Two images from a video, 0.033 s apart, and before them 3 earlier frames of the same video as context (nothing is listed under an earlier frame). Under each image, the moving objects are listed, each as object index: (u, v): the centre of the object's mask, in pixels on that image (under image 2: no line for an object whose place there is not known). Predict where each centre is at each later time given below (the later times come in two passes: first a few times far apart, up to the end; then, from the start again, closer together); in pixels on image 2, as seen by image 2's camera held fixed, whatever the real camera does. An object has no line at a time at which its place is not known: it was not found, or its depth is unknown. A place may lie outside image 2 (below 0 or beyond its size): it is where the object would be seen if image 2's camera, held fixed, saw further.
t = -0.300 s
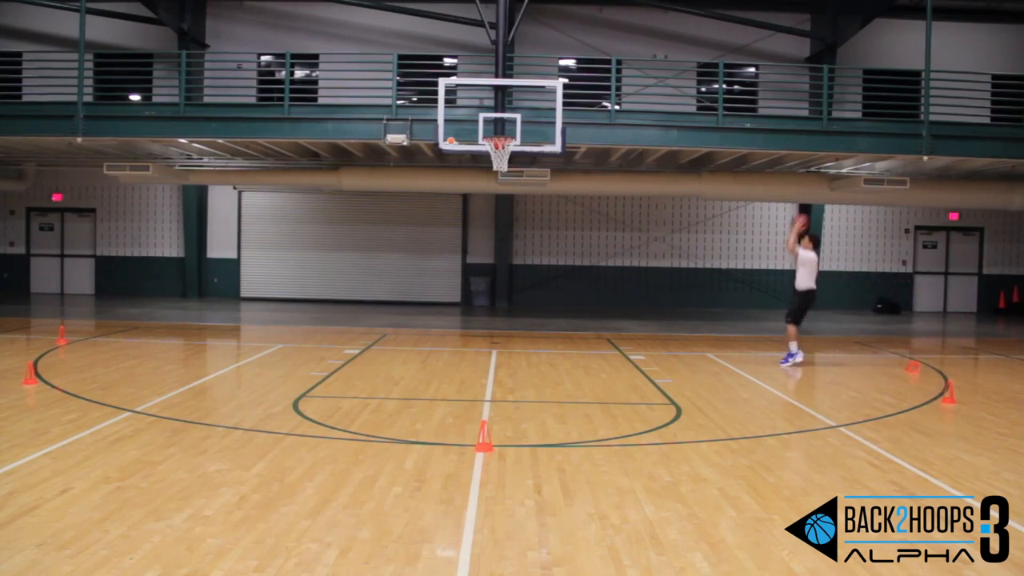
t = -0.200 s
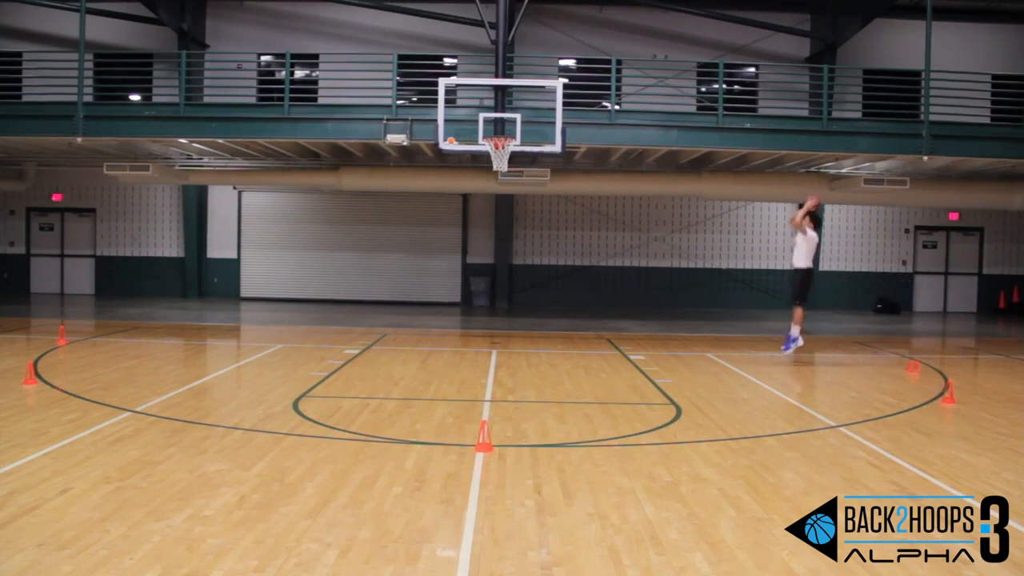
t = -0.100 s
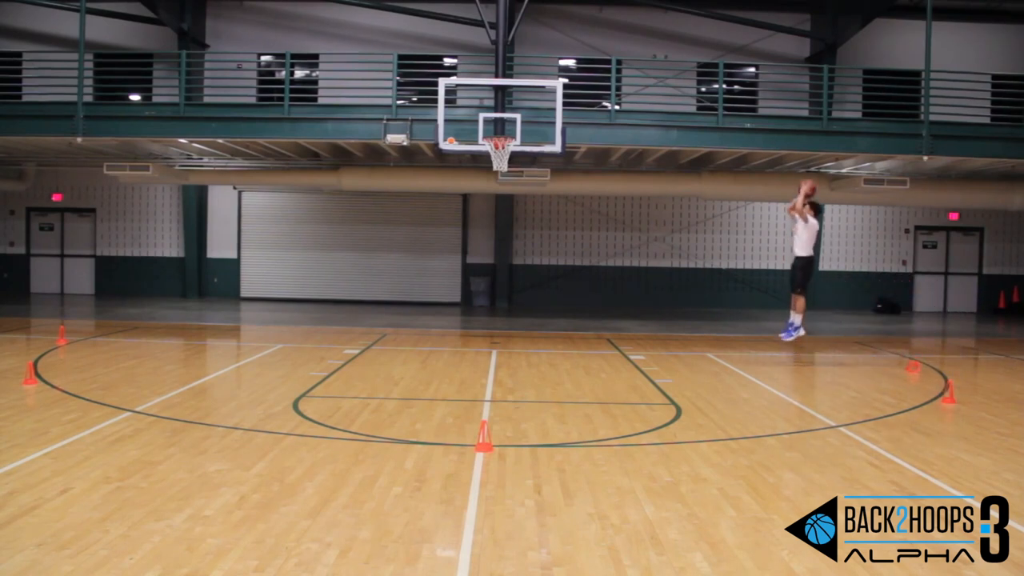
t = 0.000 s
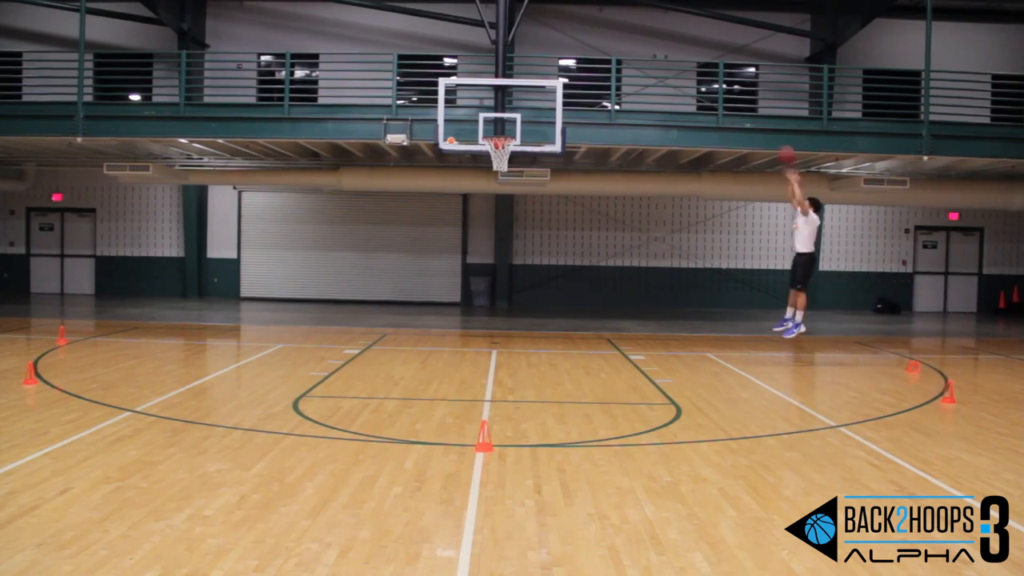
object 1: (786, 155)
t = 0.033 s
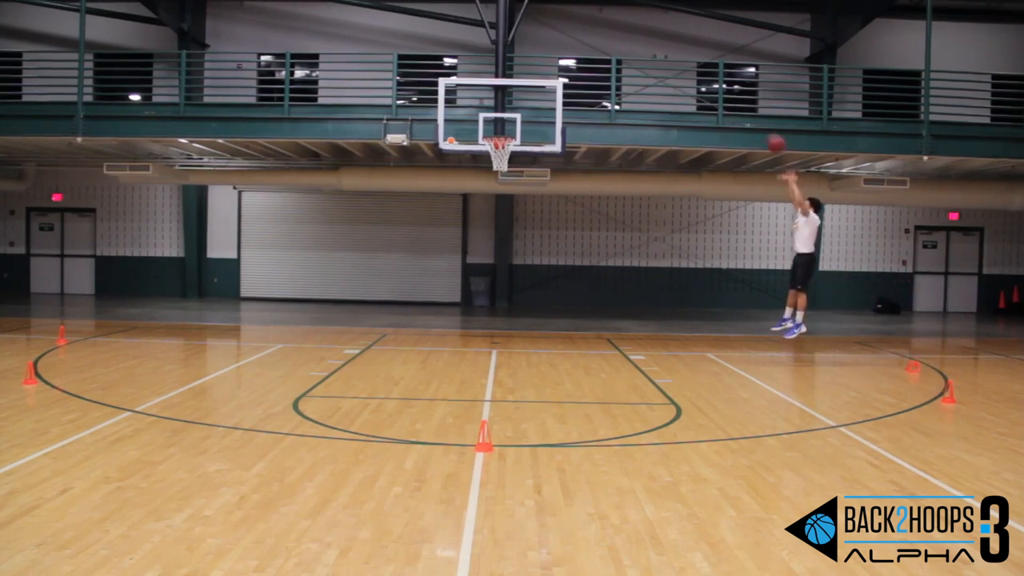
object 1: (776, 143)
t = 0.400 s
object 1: (658, 71)
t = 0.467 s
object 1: (638, 68)
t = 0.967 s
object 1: (498, 143)
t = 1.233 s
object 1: (475, 186)
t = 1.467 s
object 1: (461, 255)
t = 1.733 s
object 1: (453, 317)
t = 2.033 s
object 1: (469, 248)
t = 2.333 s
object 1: (485, 239)
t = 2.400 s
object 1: (489, 246)
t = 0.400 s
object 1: (658, 71)
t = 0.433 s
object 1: (648, 69)
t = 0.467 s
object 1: (638, 68)
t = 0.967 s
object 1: (498, 143)
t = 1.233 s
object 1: (475, 186)
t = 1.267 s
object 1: (473, 193)
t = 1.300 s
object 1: (471, 202)
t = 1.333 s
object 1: (469, 211)
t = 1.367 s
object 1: (467, 221)
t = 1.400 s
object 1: (466, 232)
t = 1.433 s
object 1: (463, 243)
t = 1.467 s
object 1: (461, 255)
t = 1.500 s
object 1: (459, 268)
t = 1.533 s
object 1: (457, 282)
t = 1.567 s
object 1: (455, 297)
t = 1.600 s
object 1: (453, 312)
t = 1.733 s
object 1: (453, 317)
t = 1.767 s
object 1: (455, 306)
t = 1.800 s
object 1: (456, 297)
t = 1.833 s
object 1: (458, 287)
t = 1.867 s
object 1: (461, 279)
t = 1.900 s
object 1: (462, 272)
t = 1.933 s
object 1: (463, 265)
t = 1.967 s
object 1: (465, 258)
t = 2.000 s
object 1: (467, 253)
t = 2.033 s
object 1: (469, 248)
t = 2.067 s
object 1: (471, 244)
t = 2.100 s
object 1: (472, 241)
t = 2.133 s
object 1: (475, 238)
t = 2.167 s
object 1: (476, 236)
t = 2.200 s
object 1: (477, 235)
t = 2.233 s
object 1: (480, 235)
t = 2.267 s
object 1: (481, 235)
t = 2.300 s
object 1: (483, 237)
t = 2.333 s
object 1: (485, 239)
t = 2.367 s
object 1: (487, 242)
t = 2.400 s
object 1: (489, 246)
